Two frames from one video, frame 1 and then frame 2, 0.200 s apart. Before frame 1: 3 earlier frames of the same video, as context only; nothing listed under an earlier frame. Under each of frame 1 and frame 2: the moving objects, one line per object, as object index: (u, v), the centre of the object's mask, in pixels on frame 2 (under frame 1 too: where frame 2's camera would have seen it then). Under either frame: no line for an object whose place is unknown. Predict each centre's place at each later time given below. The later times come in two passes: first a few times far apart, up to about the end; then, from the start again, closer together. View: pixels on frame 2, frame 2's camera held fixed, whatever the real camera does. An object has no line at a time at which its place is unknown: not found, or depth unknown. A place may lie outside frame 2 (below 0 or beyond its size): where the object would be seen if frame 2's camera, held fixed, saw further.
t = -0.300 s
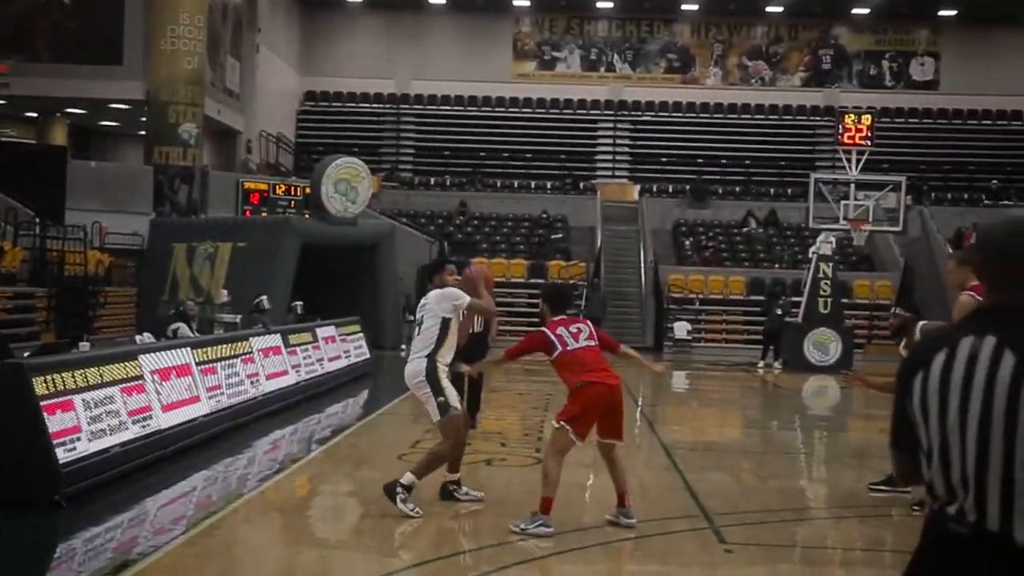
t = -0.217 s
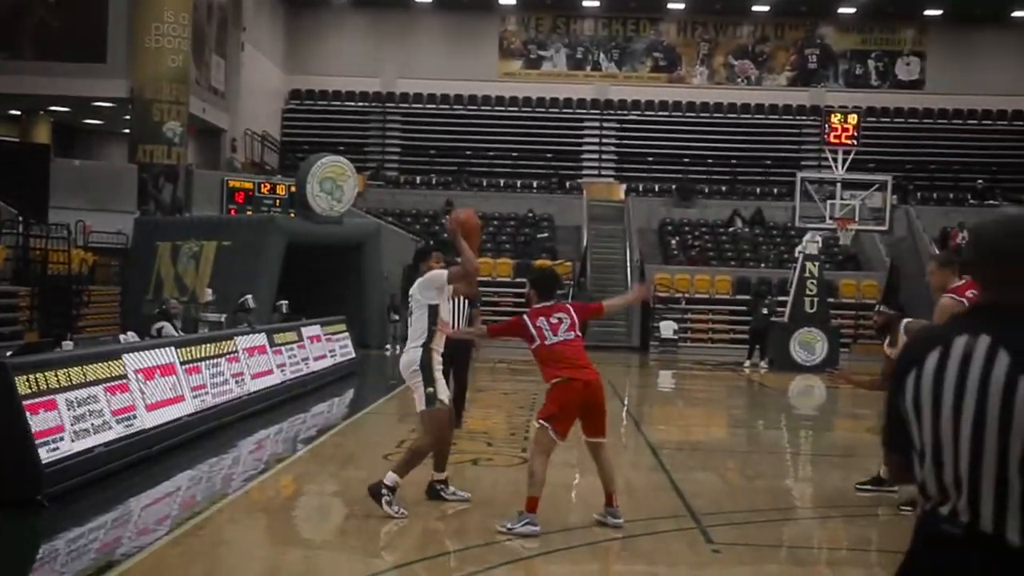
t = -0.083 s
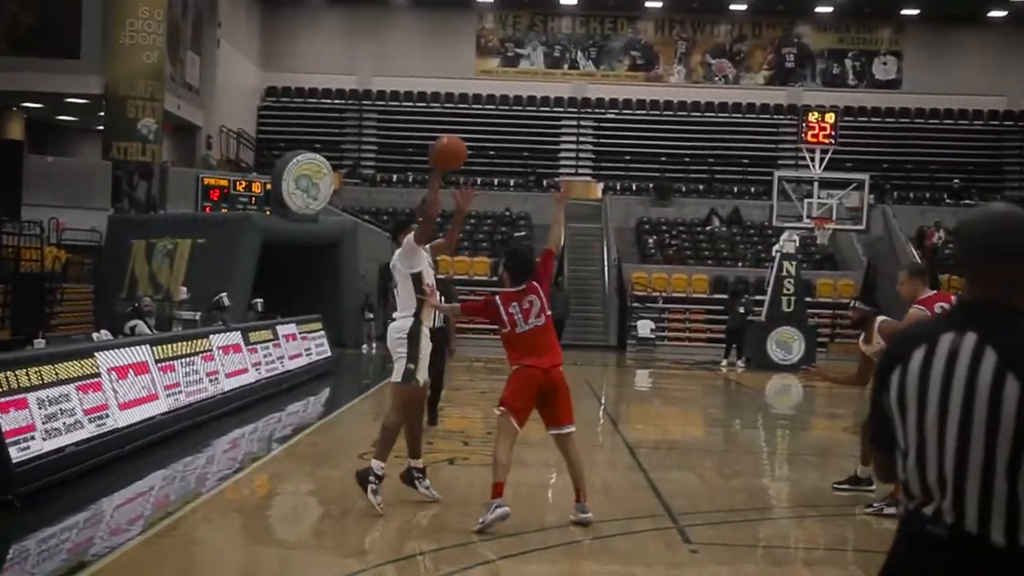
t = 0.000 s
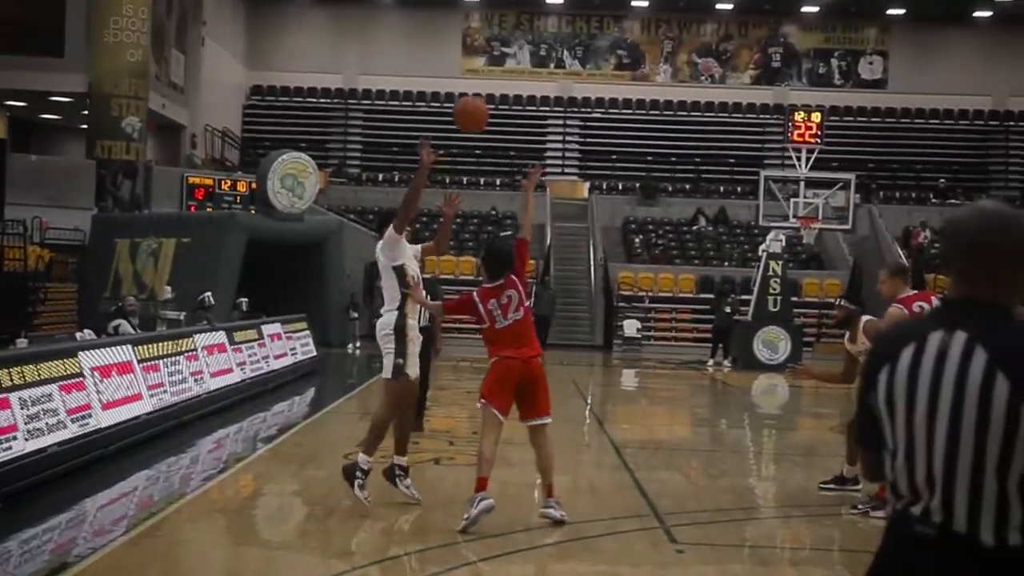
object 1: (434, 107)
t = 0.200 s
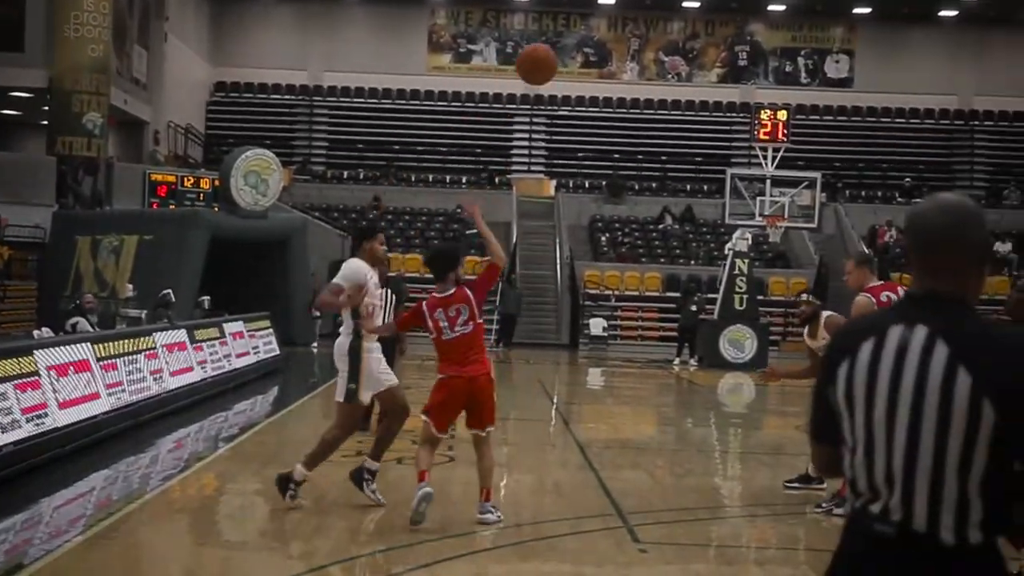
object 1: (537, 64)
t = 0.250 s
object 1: (564, 63)
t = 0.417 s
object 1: (659, 88)
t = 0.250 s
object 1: (564, 63)
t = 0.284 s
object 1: (582, 64)
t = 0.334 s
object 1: (609, 70)
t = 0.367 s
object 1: (628, 75)
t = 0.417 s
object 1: (659, 88)
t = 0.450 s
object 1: (678, 100)
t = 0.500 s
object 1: (709, 123)
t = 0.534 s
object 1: (730, 141)
